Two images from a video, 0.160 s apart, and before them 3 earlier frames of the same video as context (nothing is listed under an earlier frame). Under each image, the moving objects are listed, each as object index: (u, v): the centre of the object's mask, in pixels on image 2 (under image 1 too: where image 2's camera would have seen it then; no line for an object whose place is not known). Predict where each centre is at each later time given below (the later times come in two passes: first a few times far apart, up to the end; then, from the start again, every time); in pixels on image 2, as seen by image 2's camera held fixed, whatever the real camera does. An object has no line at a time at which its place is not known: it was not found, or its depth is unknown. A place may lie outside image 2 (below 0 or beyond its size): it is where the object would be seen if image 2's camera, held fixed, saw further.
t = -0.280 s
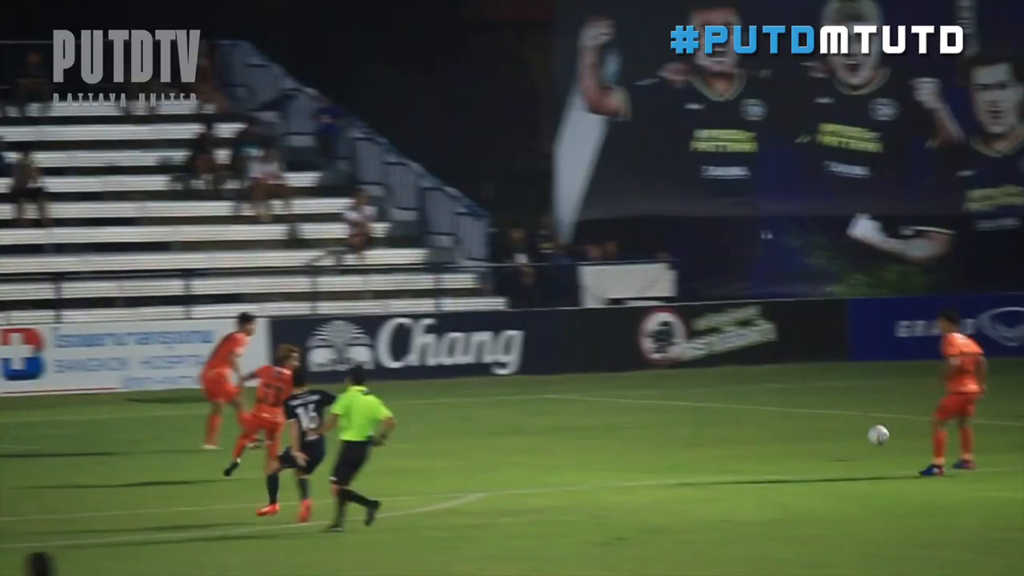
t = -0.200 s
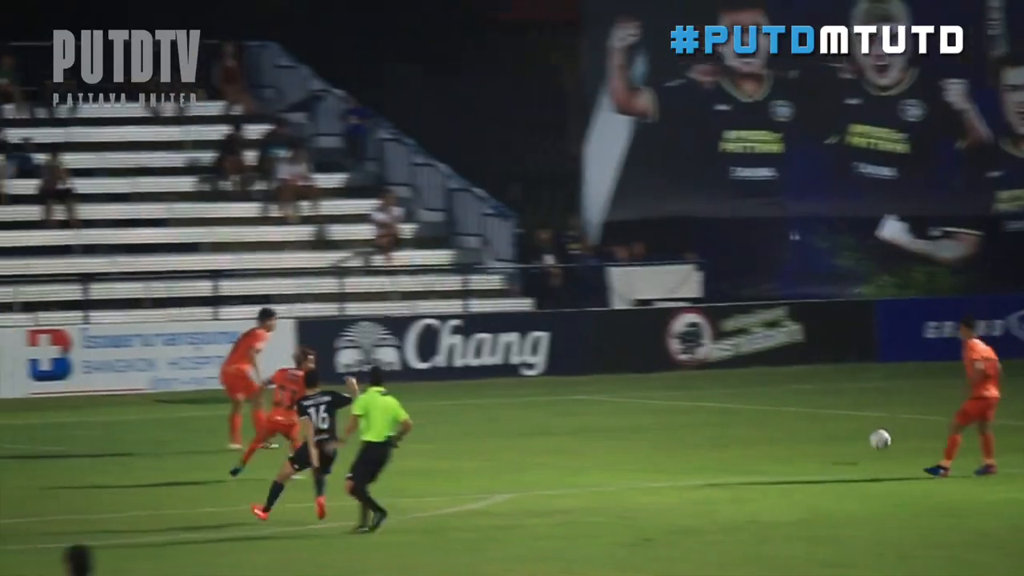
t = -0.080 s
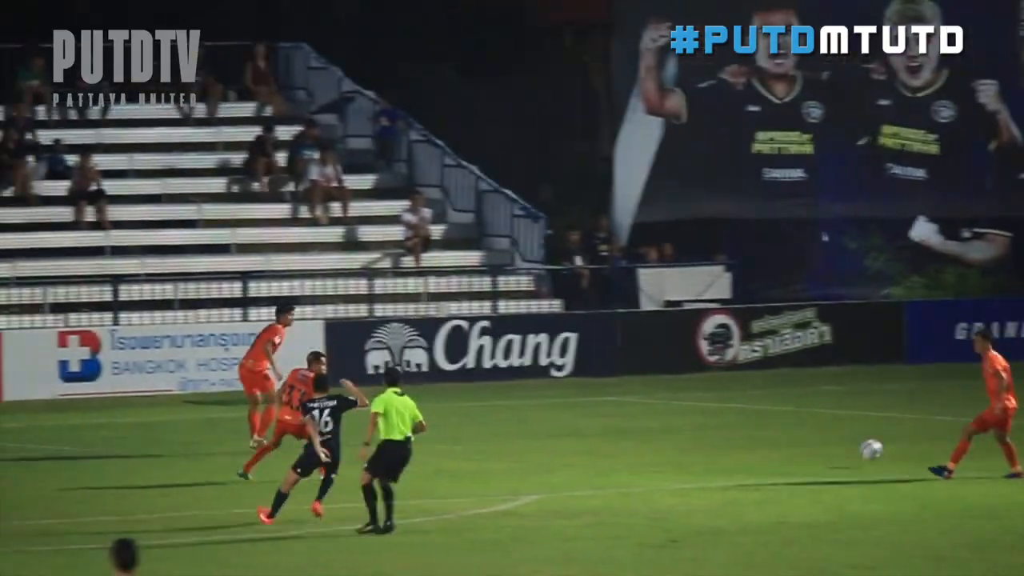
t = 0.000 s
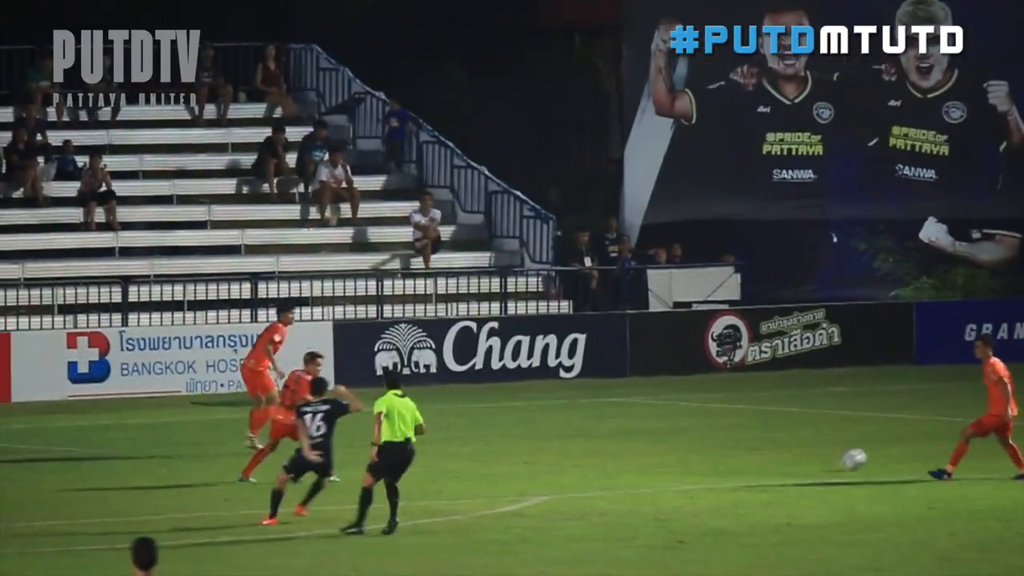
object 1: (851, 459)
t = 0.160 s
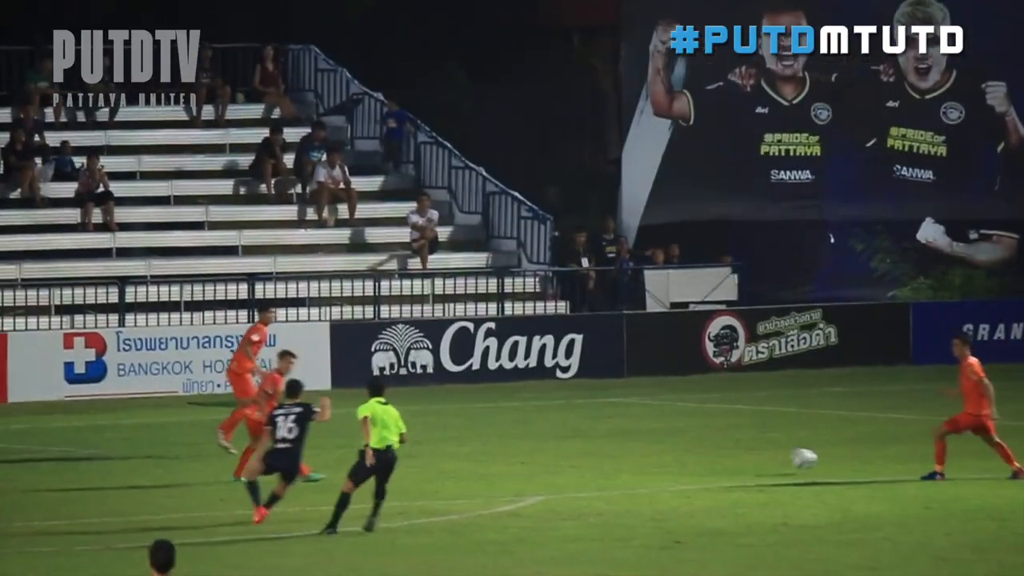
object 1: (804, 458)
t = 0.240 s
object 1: (782, 458)
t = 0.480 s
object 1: (716, 465)
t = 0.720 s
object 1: (651, 473)
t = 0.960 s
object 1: (588, 477)
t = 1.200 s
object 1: (526, 490)
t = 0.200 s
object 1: (793, 458)
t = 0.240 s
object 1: (782, 458)
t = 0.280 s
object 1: (771, 457)
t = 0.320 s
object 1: (760, 459)
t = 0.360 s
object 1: (748, 460)
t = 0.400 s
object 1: (738, 461)
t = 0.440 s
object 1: (726, 462)
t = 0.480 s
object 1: (716, 465)
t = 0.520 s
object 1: (704, 468)
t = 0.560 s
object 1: (693, 471)
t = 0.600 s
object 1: (683, 475)
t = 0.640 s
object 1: (672, 475)
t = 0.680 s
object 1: (662, 473)
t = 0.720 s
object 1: (651, 473)
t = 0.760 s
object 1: (640, 472)
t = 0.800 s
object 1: (630, 472)
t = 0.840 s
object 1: (620, 473)
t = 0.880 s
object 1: (609, 474)
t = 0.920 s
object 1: (599, 475)
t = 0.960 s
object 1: (588, 477)
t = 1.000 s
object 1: (577, 479)
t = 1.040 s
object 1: (567, 482)
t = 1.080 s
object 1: (557, 486)
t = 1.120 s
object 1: (546, 489)
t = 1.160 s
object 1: (536, 491)
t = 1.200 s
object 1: (526, 490)
